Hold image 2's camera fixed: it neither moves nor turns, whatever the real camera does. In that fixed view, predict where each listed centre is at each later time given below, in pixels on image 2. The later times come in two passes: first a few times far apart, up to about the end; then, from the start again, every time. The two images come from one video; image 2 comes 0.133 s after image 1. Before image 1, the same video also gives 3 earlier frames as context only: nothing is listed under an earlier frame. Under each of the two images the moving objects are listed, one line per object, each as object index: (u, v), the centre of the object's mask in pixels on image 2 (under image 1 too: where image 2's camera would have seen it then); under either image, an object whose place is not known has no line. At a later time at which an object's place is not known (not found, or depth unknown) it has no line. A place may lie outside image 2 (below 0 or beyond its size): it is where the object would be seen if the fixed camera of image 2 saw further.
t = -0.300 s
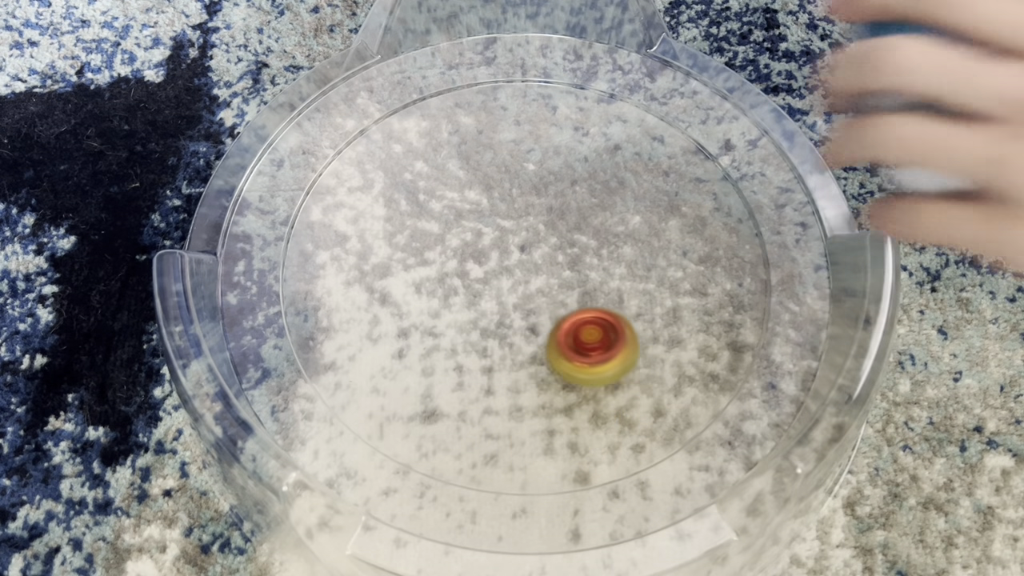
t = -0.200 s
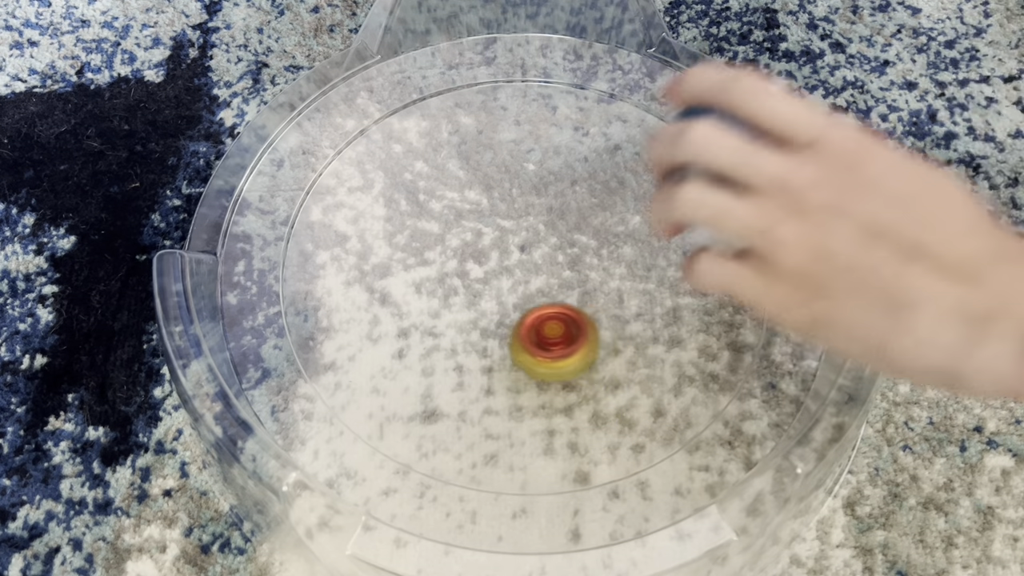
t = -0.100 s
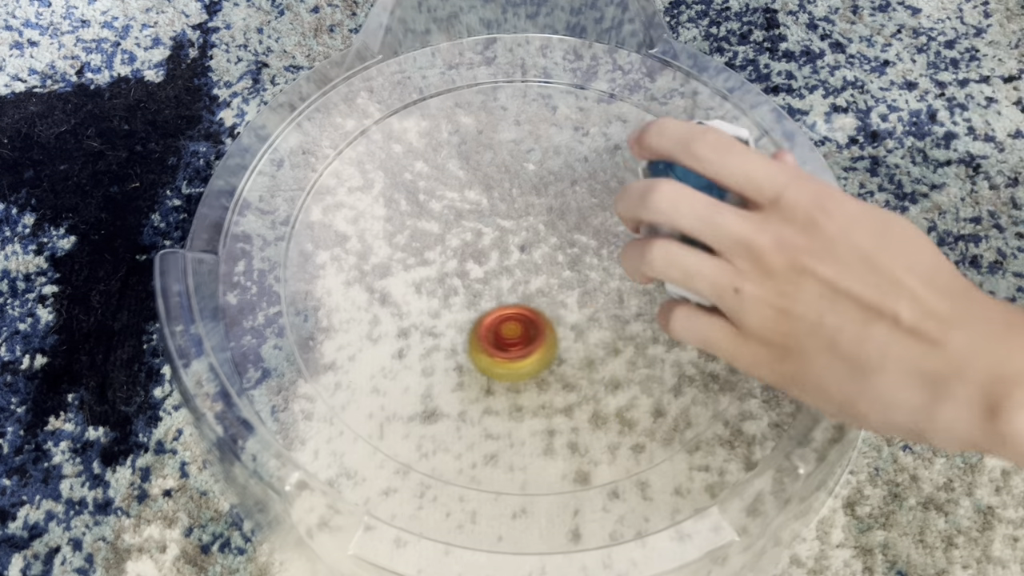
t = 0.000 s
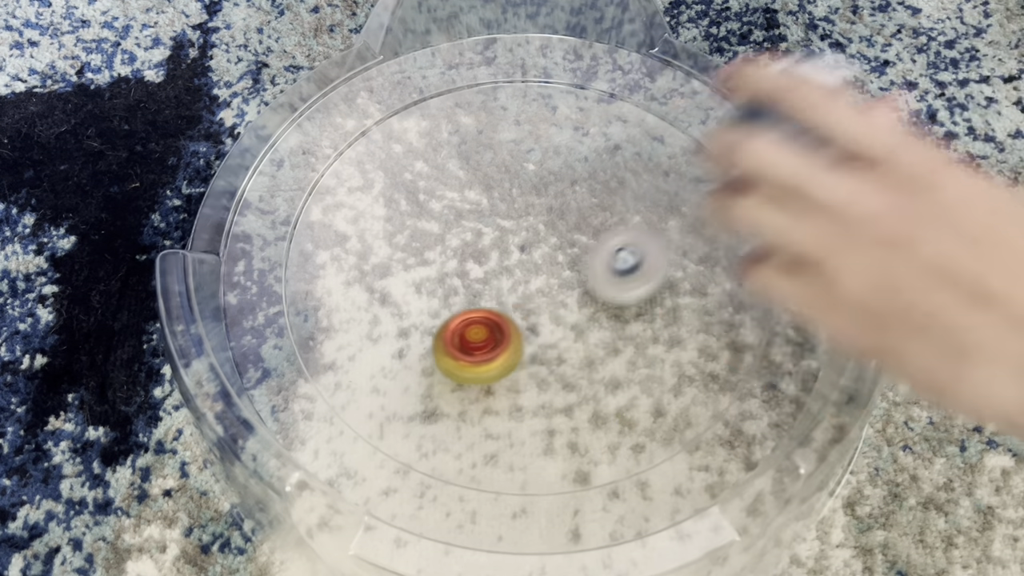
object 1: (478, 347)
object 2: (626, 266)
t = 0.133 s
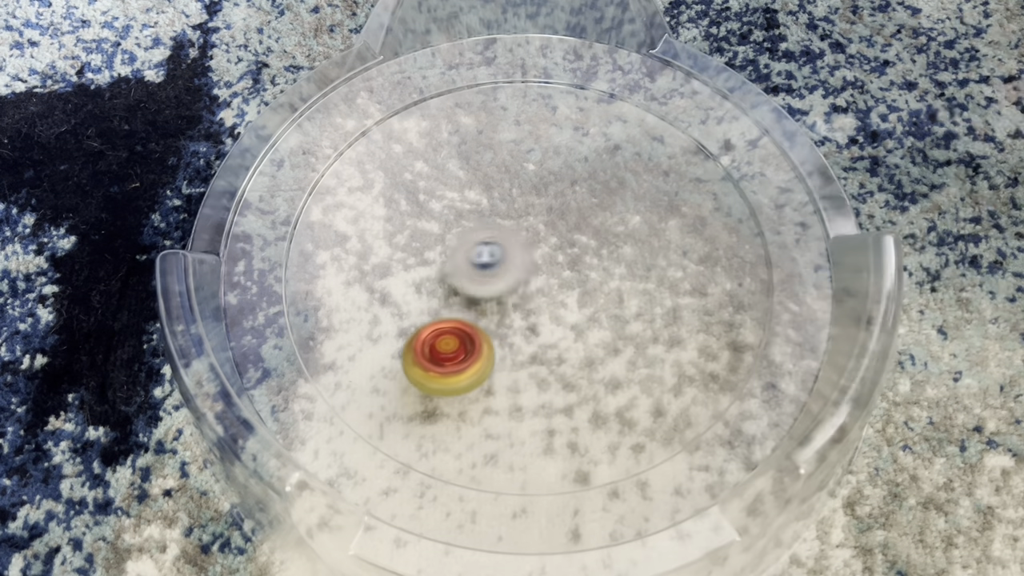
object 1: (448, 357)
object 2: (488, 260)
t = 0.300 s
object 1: (443, 371)
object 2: (359, 210)
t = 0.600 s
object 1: (474, 364)
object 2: (492, 160)
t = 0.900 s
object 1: (442, 299)
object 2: (668, 180)
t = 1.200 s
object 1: (371, 262)
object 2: (426, 359)
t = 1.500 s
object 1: (312, 111)
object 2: (505, 338)
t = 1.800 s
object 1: (418, 205)
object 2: (491, 119)
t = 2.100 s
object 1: (582, 266)
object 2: (694, 211)
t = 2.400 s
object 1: (573, 114)
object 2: (386, 416)
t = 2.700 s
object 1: (519, 87)
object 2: (338, 168)
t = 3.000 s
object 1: (727, 264)
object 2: (565, 403)
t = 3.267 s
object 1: (613, 59)
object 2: (332, 391)
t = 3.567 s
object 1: (569, 38)
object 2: (307, 230)
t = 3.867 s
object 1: (779, 185)
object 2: (499, 420)
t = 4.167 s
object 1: (465, 216)
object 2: (629, 252)
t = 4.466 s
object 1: (476, 271)
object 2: (697, 236)
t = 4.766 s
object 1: (554, 197)
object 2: (688, 405)
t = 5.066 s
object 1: (537, 196)
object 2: (451, 322)
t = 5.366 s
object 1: (578, 249)
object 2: (507, 102)
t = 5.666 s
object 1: (630, 269)
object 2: (701, 176)
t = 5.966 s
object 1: (303, 281)
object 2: (802, 291)
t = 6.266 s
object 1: (464, 247)
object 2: (588, 377)
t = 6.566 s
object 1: (401, 160)
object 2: (612, 345)
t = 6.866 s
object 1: (356, 352)
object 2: (593, 191)
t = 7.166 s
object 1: (458, 399)
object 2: (698, 248)
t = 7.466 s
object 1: (342, 405)
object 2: (658, 177)
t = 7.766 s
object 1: (475, 273)
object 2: (537, 210)
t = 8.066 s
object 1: (427, 409)
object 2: (618, 190)
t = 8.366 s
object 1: (558, 336)
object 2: (466, 278)
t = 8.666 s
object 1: (592, 279)
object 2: (333, 233)
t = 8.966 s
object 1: (583, 225)
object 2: (438, 203)
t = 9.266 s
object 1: (552, 213)
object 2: (523, 342)
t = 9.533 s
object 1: (523, 237)
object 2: (466, 427)
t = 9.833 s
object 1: (528, 286)
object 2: (442, 324)
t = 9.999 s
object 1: (746, 178)
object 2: (279, 320)
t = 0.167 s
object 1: (445, 360)
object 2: (456, 250)
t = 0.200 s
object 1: (443, 363)
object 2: (424, 243)
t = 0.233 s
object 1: (442, 366)
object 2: (399, 232)
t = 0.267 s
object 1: (442, 369)
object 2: (377, 221)
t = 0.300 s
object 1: (443, 371)
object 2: (359, 210)
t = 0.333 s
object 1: (445, 373)
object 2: (347, 196)
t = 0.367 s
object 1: (448, 374)
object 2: (353, 190)
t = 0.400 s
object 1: (452, 375)
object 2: (365, 184)
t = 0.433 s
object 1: (455, 376)
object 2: (385, 181)
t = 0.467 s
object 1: (459, 375)
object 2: (403, 177)
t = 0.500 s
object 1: (463, 374)
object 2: (423, 173)
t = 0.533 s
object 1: (468, 372)
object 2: (447, 169)
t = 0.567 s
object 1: (471, 369)
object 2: (469, 165)
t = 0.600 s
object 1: (474, 364)
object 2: (492, 160)
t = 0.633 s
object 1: (475, 358)
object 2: (514, 155)
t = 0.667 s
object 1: (475, 352)
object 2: (536, 150)
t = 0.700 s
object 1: (473, 345)
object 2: (557, 144)
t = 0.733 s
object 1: (471, 338)
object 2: (577, 139)
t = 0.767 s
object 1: (467, 330)
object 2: (599, 134)
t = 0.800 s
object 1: (462, 322)
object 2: (621, 135)
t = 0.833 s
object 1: (456, 314)
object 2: (640, 142)
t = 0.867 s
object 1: (450, 306)
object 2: (657, 159)
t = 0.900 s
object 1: (442, 299)
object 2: (668, 180)
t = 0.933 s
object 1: (435, 293)
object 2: (669, 208)
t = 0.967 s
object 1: (427, 287)
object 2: (662, 237)
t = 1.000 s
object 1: (419, 282)
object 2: (643, 266)
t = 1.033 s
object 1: (412, 279)
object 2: (616, 295)
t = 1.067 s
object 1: (405, 276)
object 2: (580, 317)
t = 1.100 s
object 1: (398, 275)
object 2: (542, 334)
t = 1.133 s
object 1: (392, 275)
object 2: (498, 344)
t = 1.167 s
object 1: (387, 276)
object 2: (452, 346)
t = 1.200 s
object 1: (371, 262)
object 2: (426, 359)
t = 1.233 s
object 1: (340, 225)
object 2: (423, 392)
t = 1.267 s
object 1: (317, 193)
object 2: (423, 418)
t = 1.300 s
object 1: (310, 167)
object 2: (436, 417)
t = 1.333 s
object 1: (307, 149)
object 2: (451, 419)
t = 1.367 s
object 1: (304, 134)
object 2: (466, 411)
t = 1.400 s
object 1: (303, 122)
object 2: (480, 399)
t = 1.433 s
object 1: (302, 114)
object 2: (492, 382)
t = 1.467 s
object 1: (306, 111)
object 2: (500, 360)
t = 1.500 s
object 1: (312, 111)
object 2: (505, 338)
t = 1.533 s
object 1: (319, 113)
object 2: (506, 316)
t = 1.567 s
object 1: (327, 117)
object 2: (505, 292)
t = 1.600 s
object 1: (335, 122)
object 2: (499, 267)
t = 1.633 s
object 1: (344, 129)
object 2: (491, 242)
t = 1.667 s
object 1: (355, 140)
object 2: (481, 216)
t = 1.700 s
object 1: (368, 155)
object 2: (476, 188)
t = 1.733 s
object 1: (384, 171)
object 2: (475, 164)
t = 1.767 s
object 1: (401, 188)
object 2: (481, 140)
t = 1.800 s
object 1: (418, 205)
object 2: (491, 119)
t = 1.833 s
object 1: (437, 222)
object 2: (507, 105)
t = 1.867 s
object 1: (456, 236)
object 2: (527, 94)
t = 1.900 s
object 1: (476, 250)
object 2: (550, 88)
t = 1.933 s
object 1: (496, 261)
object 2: (579, 91)
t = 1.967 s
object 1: (517, 269)
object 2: (608, 99)
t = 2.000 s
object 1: (536, 274)
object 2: (636, 116)
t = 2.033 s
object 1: (554, 275)
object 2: (661, 142)
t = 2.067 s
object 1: (570, 271)
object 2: (682, 175)
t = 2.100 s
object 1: (582, 266)
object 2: (694, 211)
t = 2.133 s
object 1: (594, 257)
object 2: (695, 249)
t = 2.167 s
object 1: (603, 244)
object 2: (685, 290)
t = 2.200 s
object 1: (609, 230)
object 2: (664, 330)
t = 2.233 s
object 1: (612, 213)
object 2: (634, 367)
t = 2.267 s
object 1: (611, 194)
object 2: (594, 397)
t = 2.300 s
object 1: (606, 174)
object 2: (547, 415)
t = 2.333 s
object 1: (598, 154)
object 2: (496, 428)
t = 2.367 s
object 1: (587, 133)
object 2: (440, 427)
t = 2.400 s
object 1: (573, 114)
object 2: (386, 416)
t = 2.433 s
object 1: (556, 96)
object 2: (338, 396)
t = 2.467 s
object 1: (538, 80)
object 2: (304, 360)
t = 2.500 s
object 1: (516, 77)
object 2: (289, 322)
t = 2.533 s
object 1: (495, 82)
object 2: (282, 280)
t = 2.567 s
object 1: (476, 89)
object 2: (287, 238)
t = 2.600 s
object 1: (457, 97)
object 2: (303, 198)
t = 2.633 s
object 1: (441, 107)
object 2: (327, 161)
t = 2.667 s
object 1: (448, 108)
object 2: (343, 141)
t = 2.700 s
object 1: (519, 87)
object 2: (338, 168)
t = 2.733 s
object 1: (587, 83)
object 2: (341, 212)
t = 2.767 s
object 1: (643, 109)
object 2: (342, 269)
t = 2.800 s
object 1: (698, 139)
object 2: (354, 320)
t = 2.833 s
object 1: (746, 169)
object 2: (373, 354)
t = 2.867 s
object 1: (786, 205)
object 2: (394, 401)
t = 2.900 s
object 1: (795, 212)
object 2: (440, 412)
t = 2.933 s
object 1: (778, 216)
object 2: (484, 416)
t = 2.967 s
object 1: (755, 234)
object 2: (528, 411)
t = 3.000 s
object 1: (727, 264)
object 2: (565, 403)
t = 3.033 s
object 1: (693, 305)
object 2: (602, 390)
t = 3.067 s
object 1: (679, 286)
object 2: (603, 402)
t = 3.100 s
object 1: (687, 232)
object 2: (566, 446)
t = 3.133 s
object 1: (691, 192)
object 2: (518, 447)
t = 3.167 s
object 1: (689, 141)
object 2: (465, 450)
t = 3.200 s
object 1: (671, 97)
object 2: (413, 441)
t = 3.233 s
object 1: (644, 67)
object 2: (361, 423)
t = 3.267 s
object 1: (613, 59)
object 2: (332, 391)
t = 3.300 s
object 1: (577, 59)
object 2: (307, 352)
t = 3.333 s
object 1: (542, 62)
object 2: (290, 310)
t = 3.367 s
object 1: (509, 64)
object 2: (289, 265)
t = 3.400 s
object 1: (480, 69)
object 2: (297, 223)
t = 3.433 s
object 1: (454, 74)
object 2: (319, 178)
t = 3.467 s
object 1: (433, 80)
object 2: (350, 144)
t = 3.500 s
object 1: (457, 52)
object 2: (346, 147)
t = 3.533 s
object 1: (511, 31)
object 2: (323, 180)
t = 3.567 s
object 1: (569, 38)
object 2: (307, 230)
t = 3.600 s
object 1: (623, 60)
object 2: (293, 263)
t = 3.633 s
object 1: (674, 74)
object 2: (287, 303)
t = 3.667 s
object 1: (722, 87)
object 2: (302, 336)
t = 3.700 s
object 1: (755, 108)
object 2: (326, 365)
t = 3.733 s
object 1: (777, 142)
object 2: (354, 388)
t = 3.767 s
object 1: (795, 174)
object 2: (386, 406)
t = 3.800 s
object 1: (813, 204)
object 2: (424, 421)
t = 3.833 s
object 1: (801, 190)
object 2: (461, 423)
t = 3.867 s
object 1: (779, 185)
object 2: (499, 420)
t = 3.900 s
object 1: (753, 192)
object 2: (530, 409)
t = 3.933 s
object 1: (723, 209)
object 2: (556, 395)
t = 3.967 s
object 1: (685, 208)
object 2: (578, 374)
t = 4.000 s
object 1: (645, 213)
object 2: (593, 353)
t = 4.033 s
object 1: (604, 215)
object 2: (600, 330)
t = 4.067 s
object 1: (566, 216)
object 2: (608, 308)
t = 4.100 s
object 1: (530, 215)
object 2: (616, 286)
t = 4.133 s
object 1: (495, 215)
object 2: (621, 268)
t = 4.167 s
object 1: (465, 216)
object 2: (629, 252)
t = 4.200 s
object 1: (440, 218)
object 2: (636, 240)
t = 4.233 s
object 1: (421, 221)
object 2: (643, 230)
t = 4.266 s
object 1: (409, 226)
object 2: (652, 224)
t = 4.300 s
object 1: (404, 232)
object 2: (659, 220)
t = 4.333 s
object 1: (407, 240)
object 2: (667, 219)
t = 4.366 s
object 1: (418, 249)
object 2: (675, 220)
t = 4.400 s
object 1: (434, 258)
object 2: (683, 224)
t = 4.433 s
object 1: (454, 265)
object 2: (691, 229)
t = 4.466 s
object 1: (476, 271)
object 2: (697, 236)
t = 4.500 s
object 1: (497, 276)
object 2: (702, 245)
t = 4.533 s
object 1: (519, 279)
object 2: (704, 257)
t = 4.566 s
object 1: (541, 281)
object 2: (706, 274)
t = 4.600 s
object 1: (563, 280)
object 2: (700, 293)
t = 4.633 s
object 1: (584, 276)
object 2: (685, 308)
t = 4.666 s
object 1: (594, 265)
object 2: (671, 326)
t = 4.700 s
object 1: (578, 239)
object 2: (686, 357)
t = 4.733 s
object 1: (565, 216)
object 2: (692, 386)
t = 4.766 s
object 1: (554, 197)
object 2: (688, 405)
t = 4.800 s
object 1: (544, 182)
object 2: (676, 420)
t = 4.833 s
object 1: (537, 174)
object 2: (655, 430)
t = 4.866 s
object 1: (534, 171)
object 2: (626, 433)
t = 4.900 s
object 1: (533, 172)
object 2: (591, 428)
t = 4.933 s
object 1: (533, 175)
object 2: (554, 413)
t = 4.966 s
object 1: (533, 179)
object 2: (522, 397)
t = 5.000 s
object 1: (533, 184)
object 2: (493, 374)
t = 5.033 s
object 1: (535, 190)
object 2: (468, 350)
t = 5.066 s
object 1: (537, 196)
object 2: (451, 322)
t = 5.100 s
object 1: (539, 203)
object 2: (439, 295)
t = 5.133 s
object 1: (542, 209)
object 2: (431, 266)
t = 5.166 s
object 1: (545, 216)
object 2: (431, 238)
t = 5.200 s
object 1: (549, 222)
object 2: (433, 210)
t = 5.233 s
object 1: (554, 228)
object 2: (442, 186)
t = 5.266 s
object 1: (559, 234)
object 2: (452, 161)
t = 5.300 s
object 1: (565, 239)
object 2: (468, 138)
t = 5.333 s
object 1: (572, 245)
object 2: (485, 119)
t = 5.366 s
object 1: (578, 249)
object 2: (507, 102)
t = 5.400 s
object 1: (584, 253)
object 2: (530, 88)
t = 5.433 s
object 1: (590, 257)
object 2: (556, 79)
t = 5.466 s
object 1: (597, 260)
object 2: (583, 80)
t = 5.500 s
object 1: (603, 262)
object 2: (607, 91)
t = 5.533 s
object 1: (609, 264)
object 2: (631, 104)
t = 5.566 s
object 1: (615, 266)
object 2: (653, 118)
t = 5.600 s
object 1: (620, 268)
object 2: (673, 134)
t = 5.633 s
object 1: (625, 269)
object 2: (691, 153)
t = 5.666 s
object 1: (630, 269)
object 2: (701, 176)
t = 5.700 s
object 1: (633, 270)
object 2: (705, 200)
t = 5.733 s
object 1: (633, 273)
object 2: (706, 223)
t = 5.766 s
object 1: (620, 283)
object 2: (711, 240)
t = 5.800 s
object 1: (608, 291)
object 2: (709, 257)
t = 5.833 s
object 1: (598, 297)
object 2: (697, 276)
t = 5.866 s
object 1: (576, 302)
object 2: (692, 295)
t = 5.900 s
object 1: (478, 300)
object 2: (771, 305)
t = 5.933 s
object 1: (390, 291)
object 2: (814, 298)
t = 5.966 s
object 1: (303, 281)
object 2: (802, 291)
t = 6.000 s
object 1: (260, 261)
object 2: (782, 296)
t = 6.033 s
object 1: (282, 247)
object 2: (755, 311)
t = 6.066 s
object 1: (314, 245)
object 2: (723, 336)
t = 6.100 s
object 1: (352, 254)
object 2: (687, 334)
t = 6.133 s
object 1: (390, 276)
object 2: (648, 335)
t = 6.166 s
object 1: (427, 289)
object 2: (605, 344)
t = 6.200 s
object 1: (467, 286)
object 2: (565, 340)
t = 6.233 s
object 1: (489, 281)
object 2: (549, 349)
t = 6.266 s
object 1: (464, 247)
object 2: (588, 377)
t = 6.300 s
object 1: (442, 212)
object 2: (628, 402)
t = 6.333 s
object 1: (422, 183)
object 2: (666, 415)
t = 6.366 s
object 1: (406, 156)
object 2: (696, 432)
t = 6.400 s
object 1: (392, 135)
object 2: (701, 423)
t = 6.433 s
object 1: (381, 118)
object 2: (696, 412)
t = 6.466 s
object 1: (380, 115)
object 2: (685, 397)
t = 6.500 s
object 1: (385, 125)
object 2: (664, 379)
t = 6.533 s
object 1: (393, 139)
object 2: (640, 362)
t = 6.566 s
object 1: (401, 160)
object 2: (612, 345)
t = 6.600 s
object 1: (410, 185)
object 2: (579, 326)
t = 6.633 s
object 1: (417, 213)
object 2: (549, 307)
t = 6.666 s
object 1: (425, 241)
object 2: (527, 287)
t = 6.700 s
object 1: (427, 266)
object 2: (514, 265)
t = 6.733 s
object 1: (402, 284)
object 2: (531, 247)
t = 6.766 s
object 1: (383, 302)
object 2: (546, 230)
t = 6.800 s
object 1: (370, 319)
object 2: (561, 214)
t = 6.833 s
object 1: (362, 335)
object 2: (577, 201)
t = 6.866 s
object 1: (356, 352)
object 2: (593, 191)
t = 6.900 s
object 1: (352, 367)
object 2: (609, 184)
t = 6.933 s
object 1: (352, 382)
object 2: (627, 180)
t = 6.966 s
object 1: (357, 393)
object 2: (645, 179)
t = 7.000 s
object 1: (371, 401)
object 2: (662, 183)
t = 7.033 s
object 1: (388, 405)
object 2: (677, 189)
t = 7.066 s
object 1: (405, 407)
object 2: (691, 199)
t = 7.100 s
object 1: (424, 406)
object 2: (699, 214)
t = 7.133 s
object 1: (442, 403)
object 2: (701, 230)
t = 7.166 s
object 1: (458, 399)
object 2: (698, 248)
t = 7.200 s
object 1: (473, 392)
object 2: (690, 266)
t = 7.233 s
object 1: (485, 384)
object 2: (674, 282)
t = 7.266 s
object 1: (495, 375)
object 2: (655, 295)
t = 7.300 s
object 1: (502, 365)
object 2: (631, 305)
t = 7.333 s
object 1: (507, 356)
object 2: (604, 311)
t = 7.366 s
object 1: (497, 353)
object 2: (589, 305)
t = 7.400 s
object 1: (439, 379)
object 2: (616, 257)
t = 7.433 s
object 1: (384, 400)
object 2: (639, 216)
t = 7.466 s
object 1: (342, 405)
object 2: (658, 177)
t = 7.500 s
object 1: (319, 404)
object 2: (670, 143)
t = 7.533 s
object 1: (329, 390)
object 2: (677, 117)
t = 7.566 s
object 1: (344, 376)
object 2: (661, 119)
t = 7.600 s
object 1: (363, 362)
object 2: (638, 133)
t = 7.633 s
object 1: (386, 343)
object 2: (617, 145)
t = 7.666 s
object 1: (410, 325)
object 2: (594, 164)
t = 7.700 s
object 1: (433, 307)
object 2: (574, 180)
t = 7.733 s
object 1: (455, 290)
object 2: (556, 195)
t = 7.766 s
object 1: (475, 273)
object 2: (537, 210)
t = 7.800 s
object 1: (463, 289)
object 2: (548, 190)
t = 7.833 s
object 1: (438, 322)
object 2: (574, 153)
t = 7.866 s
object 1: (418, 351)
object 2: (597, 122)
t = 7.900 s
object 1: (403, 375)
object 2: (617, 96)
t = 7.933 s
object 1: (394, 392)
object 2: (625, 92)
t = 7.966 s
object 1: (392, 404)
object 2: (627, 110)
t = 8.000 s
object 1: (399, 410)
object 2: (625, 141)
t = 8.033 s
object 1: (412, 411)
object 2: (624, 163)
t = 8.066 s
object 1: (427, 409)
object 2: (618, 190)
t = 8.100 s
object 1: (444, 405)
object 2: (609, 212)
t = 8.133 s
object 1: (459, 399)
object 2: (597, 234)
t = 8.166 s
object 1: (475, 391)
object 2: (581, 253)
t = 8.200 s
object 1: (490, 382)
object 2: (564, 270)
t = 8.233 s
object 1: (504, 371)
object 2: (543, 282)
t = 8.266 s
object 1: (516, 360)
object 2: (524, 286)
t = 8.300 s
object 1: (529, 345)
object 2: (502, 282)
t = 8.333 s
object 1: (544, 335)
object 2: (484, 281)
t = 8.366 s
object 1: (558, 336)
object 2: (466, 278)
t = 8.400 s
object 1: (570, 346)
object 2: (447, 273)
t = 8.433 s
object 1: (576, 333)
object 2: (428, 270)
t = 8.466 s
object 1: (581, 328)
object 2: (410, 267)
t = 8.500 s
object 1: (585, 324)
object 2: (394, 264)
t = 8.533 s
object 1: (586, 319)
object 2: (376, 260)
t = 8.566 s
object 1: (588, 310)
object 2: (363, 255)
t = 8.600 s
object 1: (589, 300)
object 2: (349, 248)
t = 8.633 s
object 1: (590, 289)
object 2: (341, 241)
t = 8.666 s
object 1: (592, 279)
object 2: (333, 233)
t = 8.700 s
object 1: (594, 270)
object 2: (328, 223)
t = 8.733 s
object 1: (595, 263)
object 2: (328, 213)
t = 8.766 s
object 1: (596, 257)
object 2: (332, 204)
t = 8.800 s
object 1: (596, 251)
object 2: (342, 194)
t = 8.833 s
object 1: (595, 245)
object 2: (356, 187)
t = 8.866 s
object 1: (593, 239)
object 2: (374, 185)
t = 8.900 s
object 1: (590, 234)
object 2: (396, 189)
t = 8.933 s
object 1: (587, 229)
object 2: (418, 195)
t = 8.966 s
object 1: (583, 225)
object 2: (438, 203)
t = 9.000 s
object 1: (579, 222)
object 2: (459, 216)
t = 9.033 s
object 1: (574, 219)
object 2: (478, 230)
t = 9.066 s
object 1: (570, 217)
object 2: (492, 245)
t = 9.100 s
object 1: (571, 215)
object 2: (501, 260)
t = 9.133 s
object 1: (569, 214)
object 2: (510, 277)
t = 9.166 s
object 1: (565, 213)
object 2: (516, 293)
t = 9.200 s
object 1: (561, 213)
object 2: (520, 310)
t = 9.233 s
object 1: (557, 212)
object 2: (522, 326)
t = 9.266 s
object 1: (552, 213)
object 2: (523, 342)
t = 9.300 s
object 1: (548, 214)
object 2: (521, 360)
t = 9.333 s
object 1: (544, 216)
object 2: (518, 374)
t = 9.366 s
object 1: (540, 218)
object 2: (514, 387)
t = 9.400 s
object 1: (536, 221)
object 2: (507, 399)
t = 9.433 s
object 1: (532, 224)
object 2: (498, 410)
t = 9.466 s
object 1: (529, 228)
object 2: (488, 418)
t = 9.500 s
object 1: (525, 232)
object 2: (477, 424)
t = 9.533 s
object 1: (523, 237)
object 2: (466, 427)
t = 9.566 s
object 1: (520, 242)
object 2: (453, 427)
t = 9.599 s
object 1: (518, 248)
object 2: (440, 424)
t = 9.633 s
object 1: (517, 253)
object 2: (427, 415)
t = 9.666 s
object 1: (516, 260)
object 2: (417, 402)
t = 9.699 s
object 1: (516, 266)
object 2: (412, 387)
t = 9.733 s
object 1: (516, 272)
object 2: (413, 370)
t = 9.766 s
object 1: (518, 278)
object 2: (421, 353)
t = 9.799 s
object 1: (520, 283)
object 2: (433, 336)
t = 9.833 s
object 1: (528, 286)
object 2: (442, 324)
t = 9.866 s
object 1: (589, 264)
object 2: (391, 330)
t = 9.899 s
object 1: (644, 242)
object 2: (346, 332)
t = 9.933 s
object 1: (691, 219)
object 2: (309, 334)
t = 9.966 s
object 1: (728, 197)
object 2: (288, 322)
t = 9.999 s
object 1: (746, 178)
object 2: (279, 320)
